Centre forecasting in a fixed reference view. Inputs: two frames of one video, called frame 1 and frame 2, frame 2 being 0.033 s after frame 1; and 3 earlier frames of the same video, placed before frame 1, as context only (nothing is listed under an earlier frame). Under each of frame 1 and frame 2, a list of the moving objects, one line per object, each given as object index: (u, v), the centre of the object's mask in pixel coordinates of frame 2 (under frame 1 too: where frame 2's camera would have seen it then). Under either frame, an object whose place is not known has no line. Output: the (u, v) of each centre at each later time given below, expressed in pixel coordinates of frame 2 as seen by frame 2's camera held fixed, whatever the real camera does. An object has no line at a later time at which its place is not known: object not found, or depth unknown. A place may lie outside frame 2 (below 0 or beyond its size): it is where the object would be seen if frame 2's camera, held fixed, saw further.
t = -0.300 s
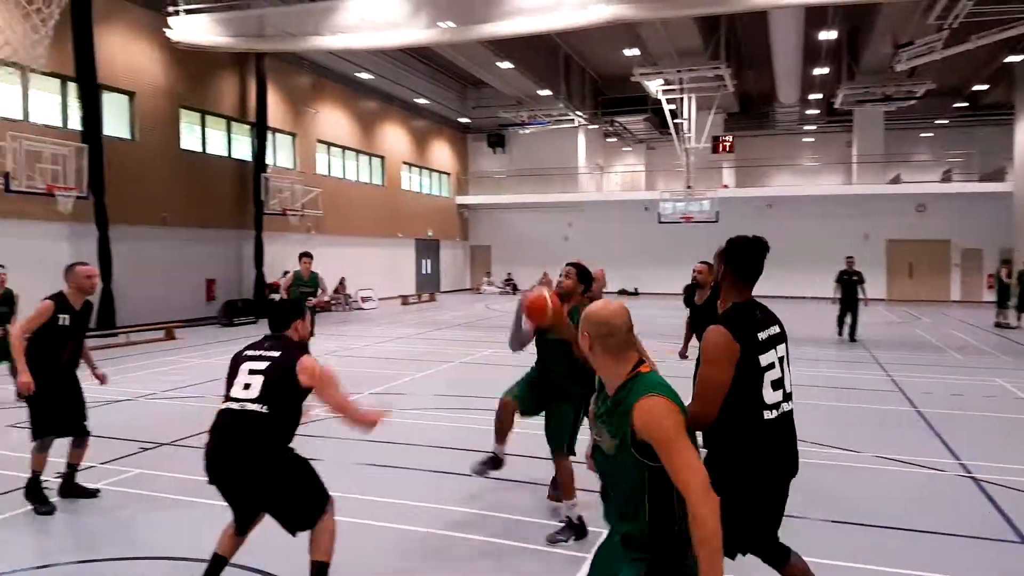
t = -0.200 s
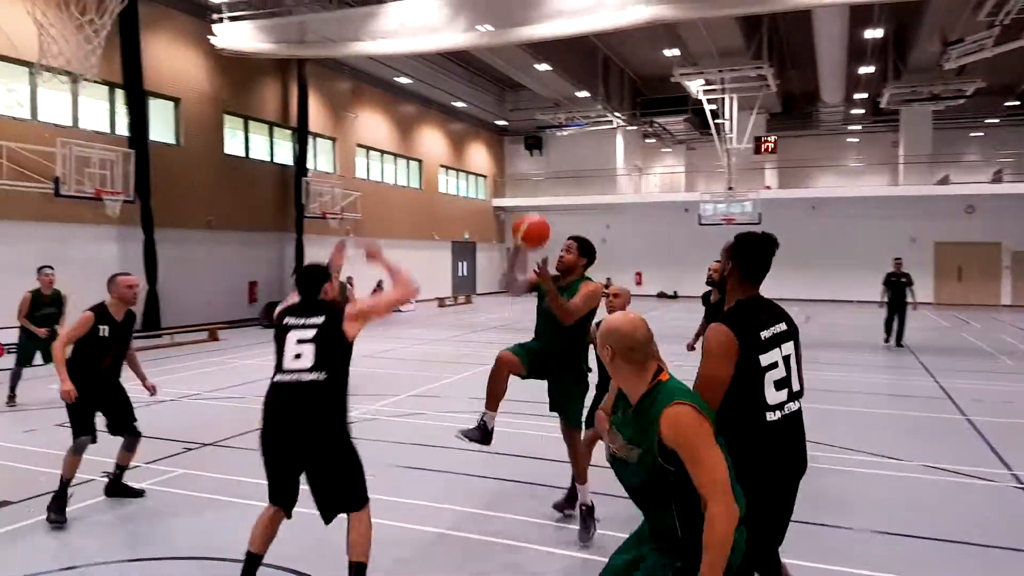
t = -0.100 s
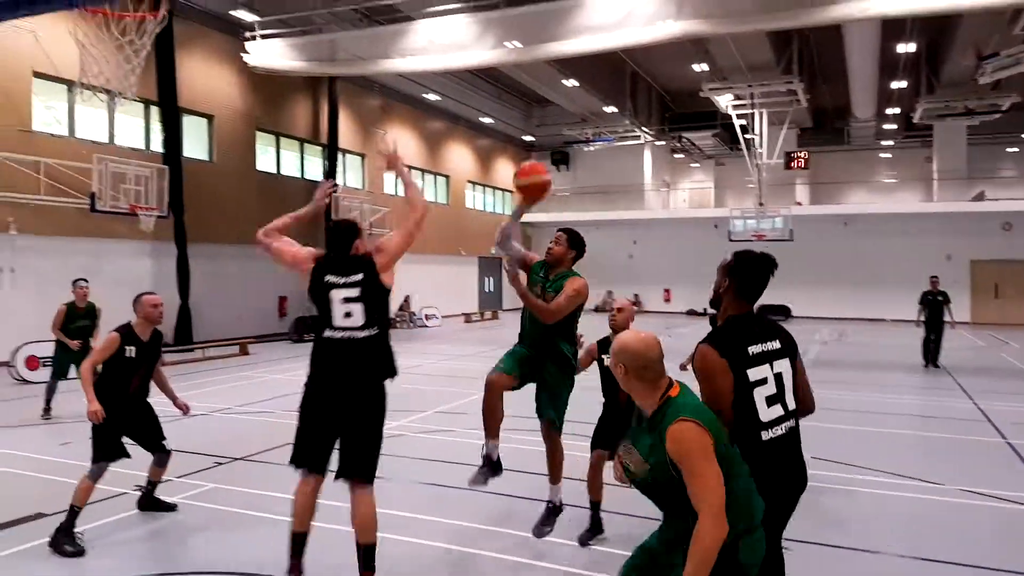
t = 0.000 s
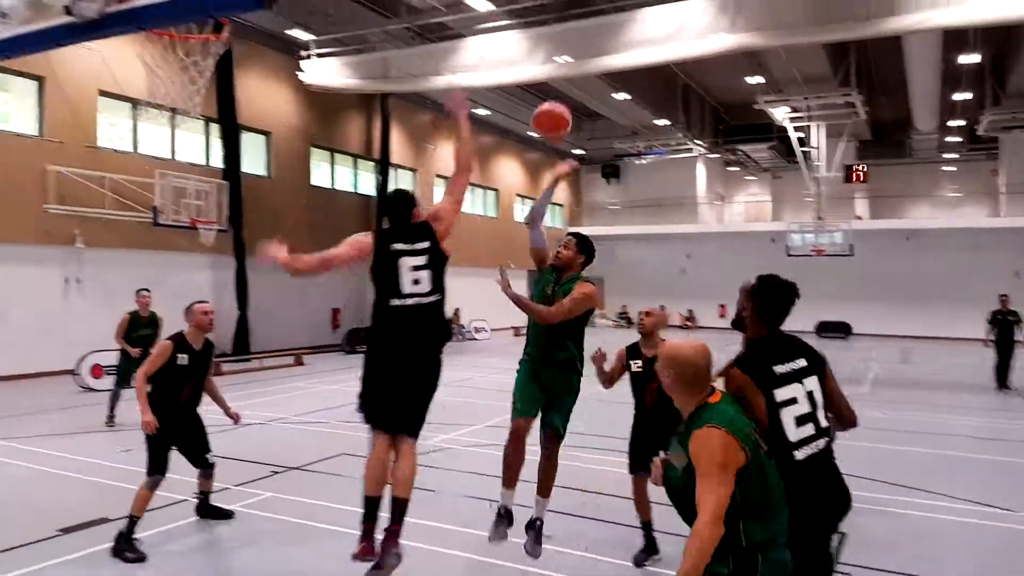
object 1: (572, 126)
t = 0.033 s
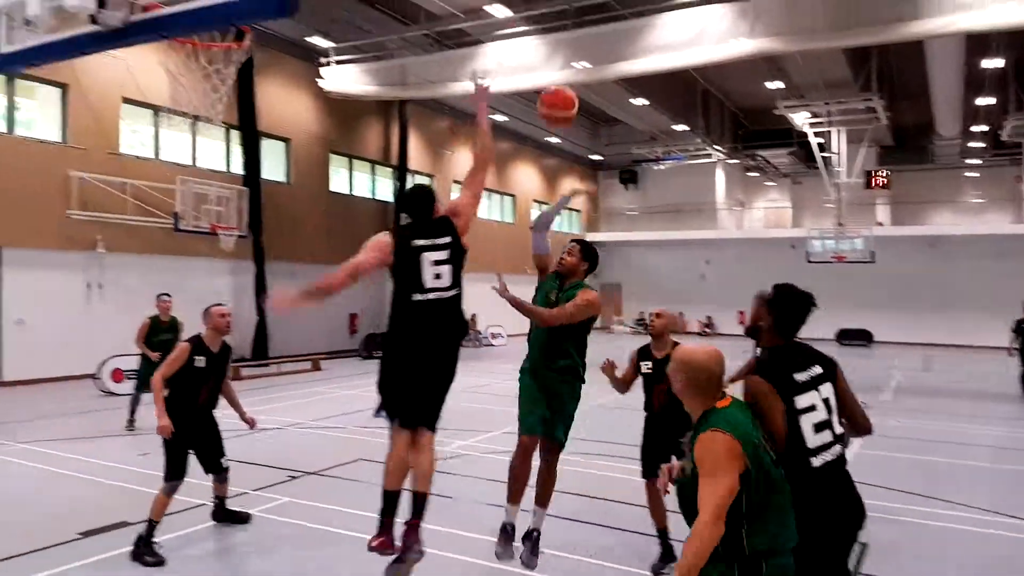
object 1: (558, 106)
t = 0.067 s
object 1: (543, 85)
